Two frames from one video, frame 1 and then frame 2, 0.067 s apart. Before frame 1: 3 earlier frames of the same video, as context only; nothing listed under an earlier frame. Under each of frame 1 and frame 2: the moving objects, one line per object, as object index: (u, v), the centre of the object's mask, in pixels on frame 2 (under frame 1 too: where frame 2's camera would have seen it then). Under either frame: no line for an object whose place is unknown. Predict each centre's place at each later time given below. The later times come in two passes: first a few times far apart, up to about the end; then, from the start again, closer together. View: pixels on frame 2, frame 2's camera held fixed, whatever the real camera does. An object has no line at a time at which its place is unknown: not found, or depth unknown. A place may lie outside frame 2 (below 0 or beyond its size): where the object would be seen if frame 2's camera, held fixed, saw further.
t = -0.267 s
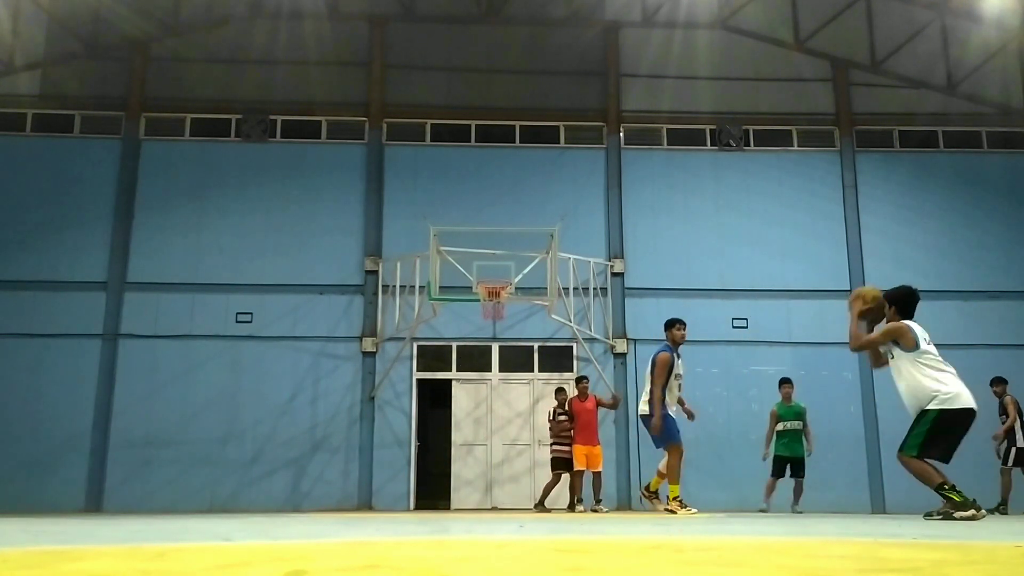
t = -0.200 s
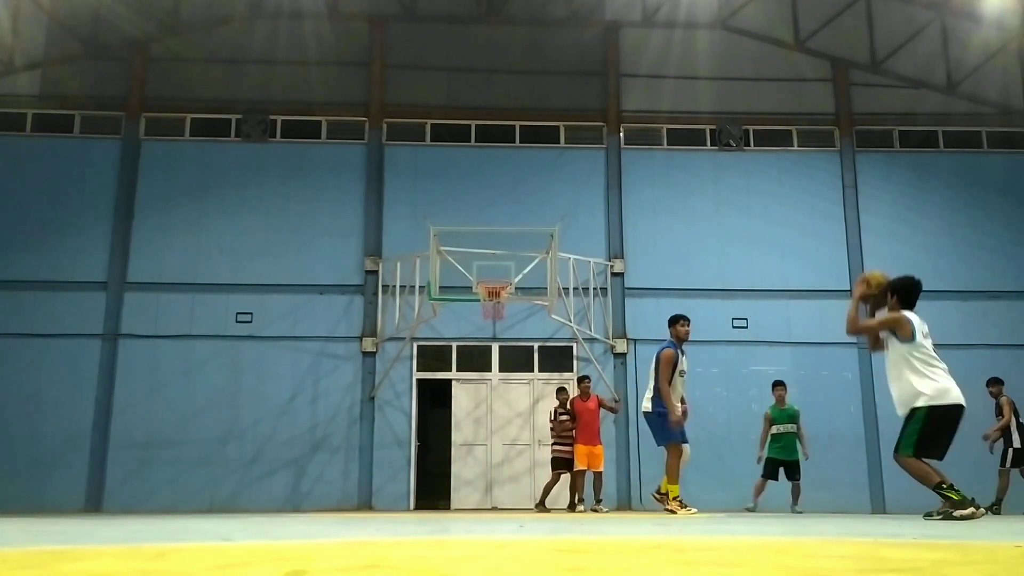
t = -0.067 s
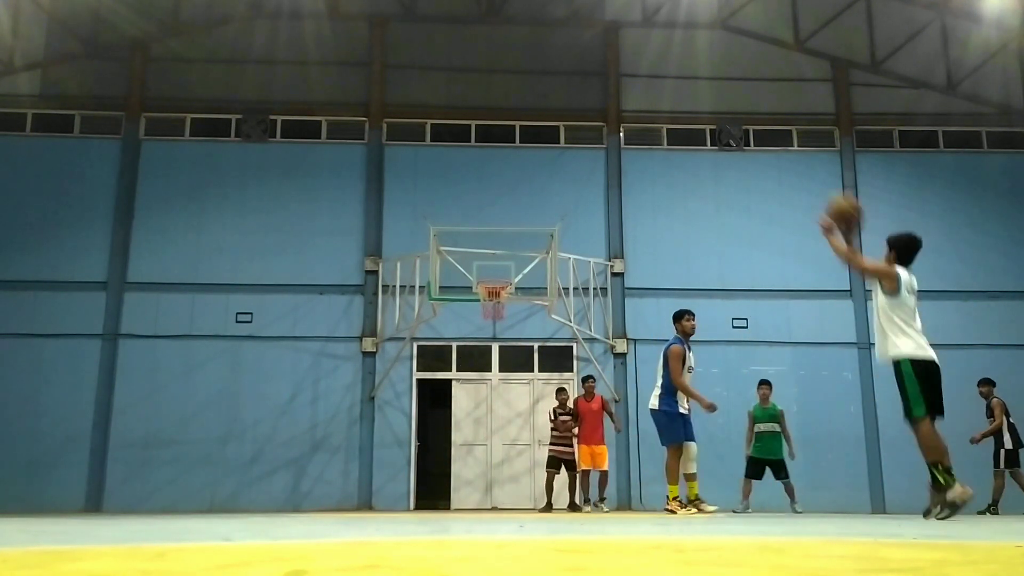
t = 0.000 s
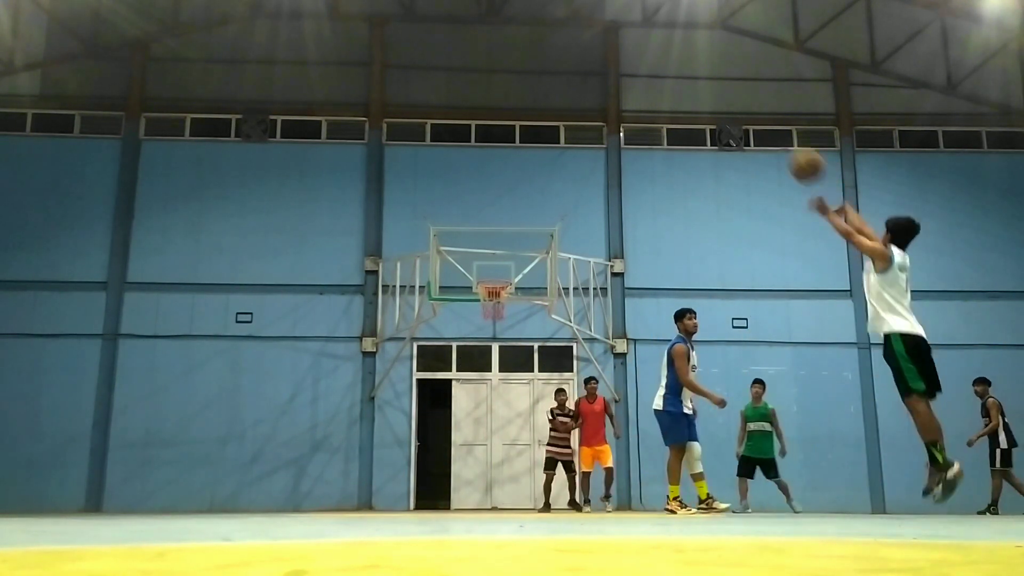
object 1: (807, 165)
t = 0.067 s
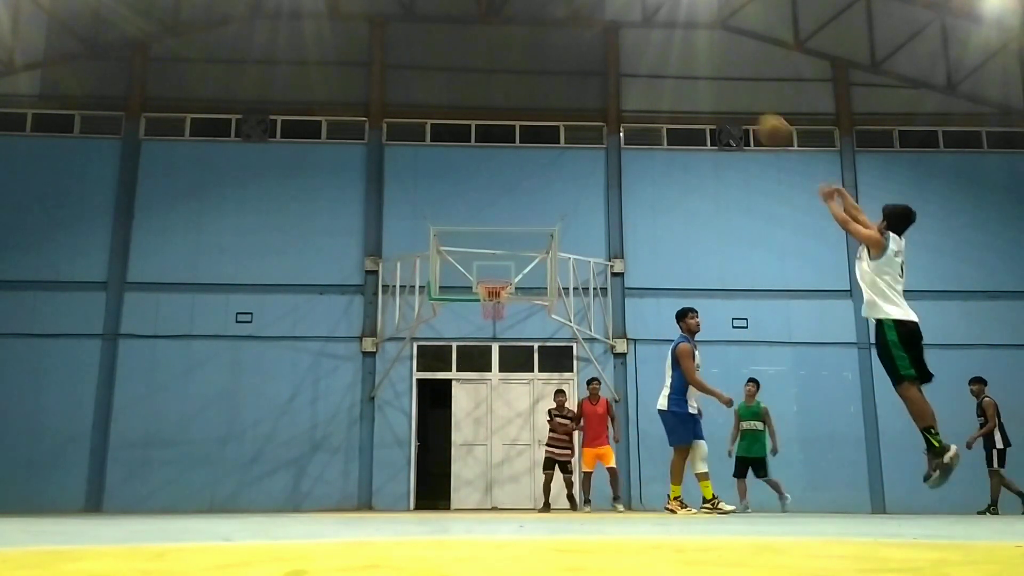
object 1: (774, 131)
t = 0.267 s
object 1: (693, 70)
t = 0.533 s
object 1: (617, 63)
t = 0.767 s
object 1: (568, 100)
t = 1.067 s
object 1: (518, 196)
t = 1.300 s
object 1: (485, 299)
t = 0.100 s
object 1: (758, 116)
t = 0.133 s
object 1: (744, 105)
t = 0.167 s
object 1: (730, 93)
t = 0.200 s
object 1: (717, 84)
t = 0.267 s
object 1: (693, 70)
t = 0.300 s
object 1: (682, 66)
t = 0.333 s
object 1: (672, 62)
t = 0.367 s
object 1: (662, 59)
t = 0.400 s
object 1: (651, 57)
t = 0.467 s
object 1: (633, 58)
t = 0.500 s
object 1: (625, 60)
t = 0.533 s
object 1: (617, 63)
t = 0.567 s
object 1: (609, 66)
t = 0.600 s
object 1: (602, 70)
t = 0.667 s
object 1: (587, 79)
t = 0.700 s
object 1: (580, 86)
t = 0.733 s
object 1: (574, 92)
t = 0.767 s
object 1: (568, 100)
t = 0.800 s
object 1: (562, 108)
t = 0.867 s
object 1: (550, 127)
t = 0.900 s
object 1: (544, 136)
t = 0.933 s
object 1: (539, 147)
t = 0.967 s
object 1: (534, 158)
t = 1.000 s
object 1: (528, 171)
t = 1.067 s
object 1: (518, 196)
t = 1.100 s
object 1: (513, 210)
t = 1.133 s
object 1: (508, 224)
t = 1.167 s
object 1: (504, 238)
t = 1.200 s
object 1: (499, 253)
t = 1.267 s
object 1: (490, 284)
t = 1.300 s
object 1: (485, 299)
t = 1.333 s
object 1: (485, 306)
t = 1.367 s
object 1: (483, 308)
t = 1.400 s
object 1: (484, 310)
